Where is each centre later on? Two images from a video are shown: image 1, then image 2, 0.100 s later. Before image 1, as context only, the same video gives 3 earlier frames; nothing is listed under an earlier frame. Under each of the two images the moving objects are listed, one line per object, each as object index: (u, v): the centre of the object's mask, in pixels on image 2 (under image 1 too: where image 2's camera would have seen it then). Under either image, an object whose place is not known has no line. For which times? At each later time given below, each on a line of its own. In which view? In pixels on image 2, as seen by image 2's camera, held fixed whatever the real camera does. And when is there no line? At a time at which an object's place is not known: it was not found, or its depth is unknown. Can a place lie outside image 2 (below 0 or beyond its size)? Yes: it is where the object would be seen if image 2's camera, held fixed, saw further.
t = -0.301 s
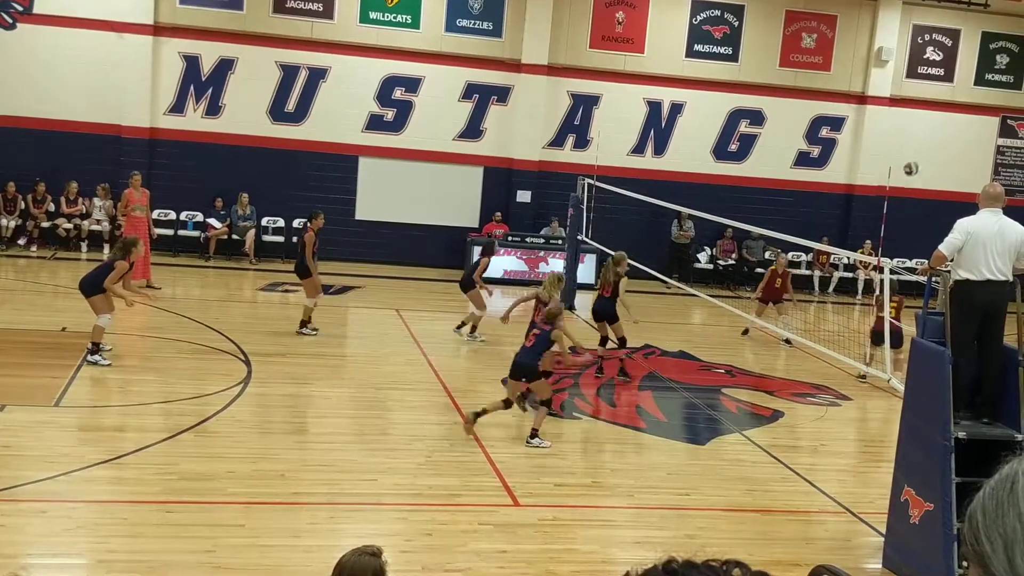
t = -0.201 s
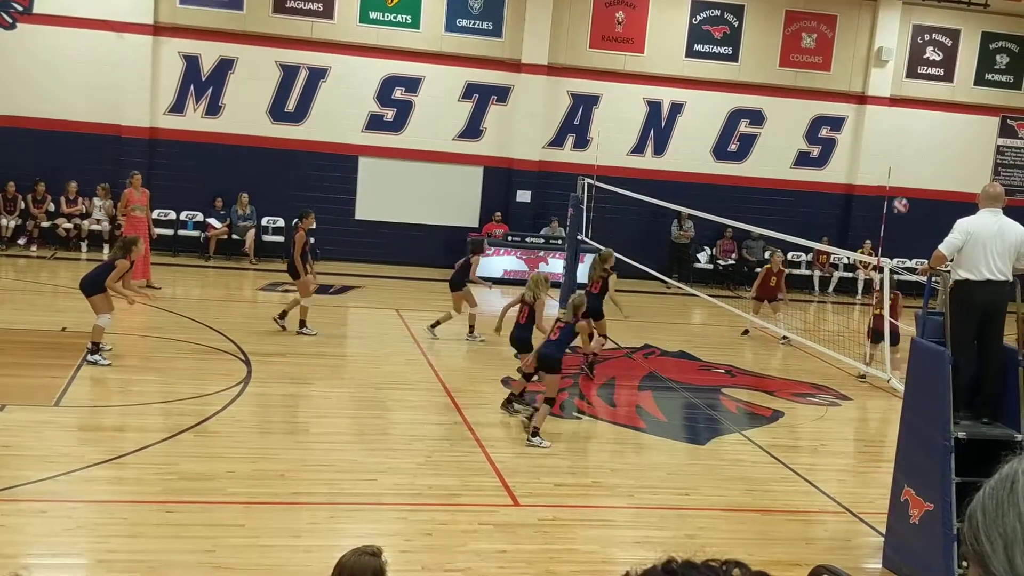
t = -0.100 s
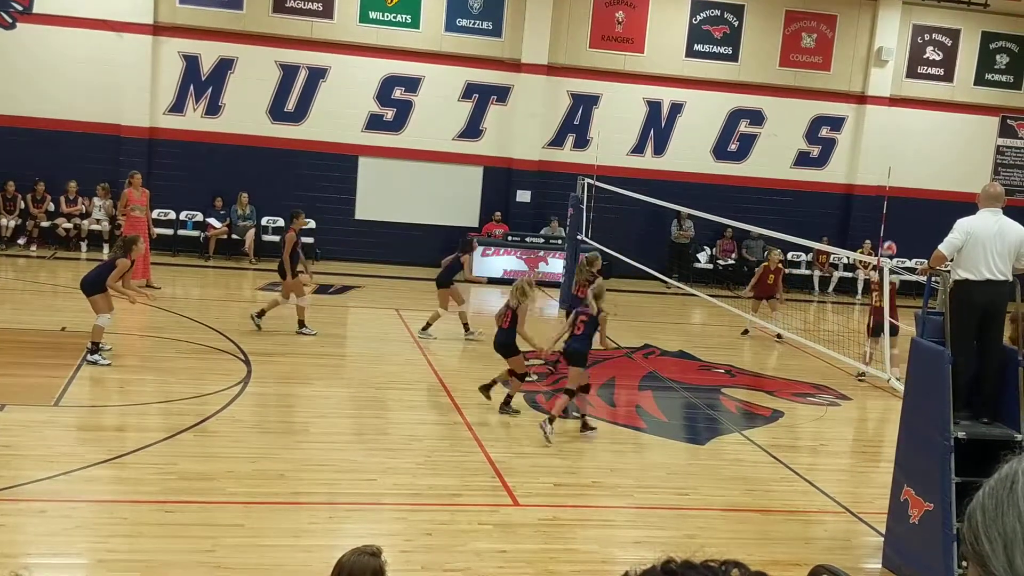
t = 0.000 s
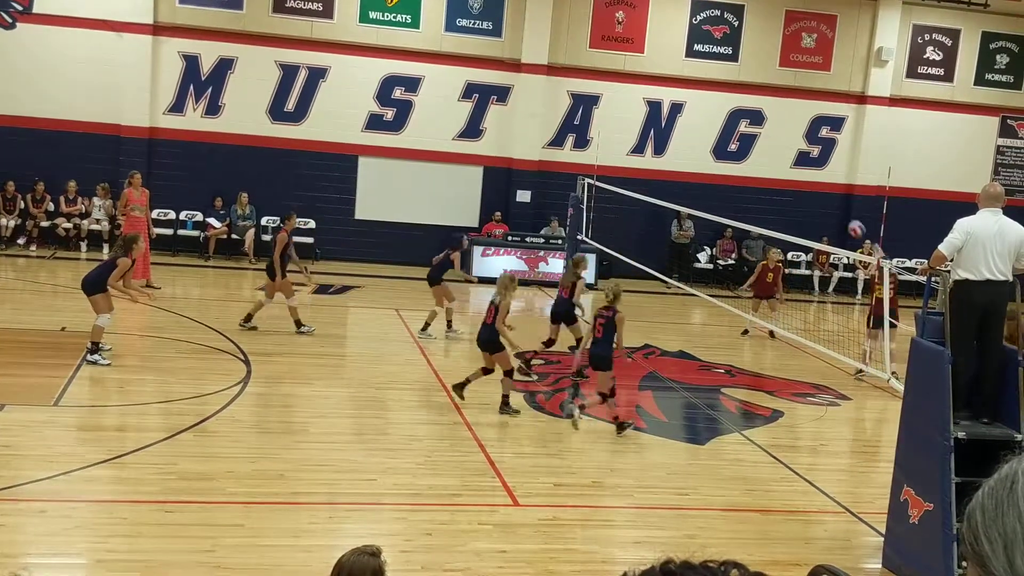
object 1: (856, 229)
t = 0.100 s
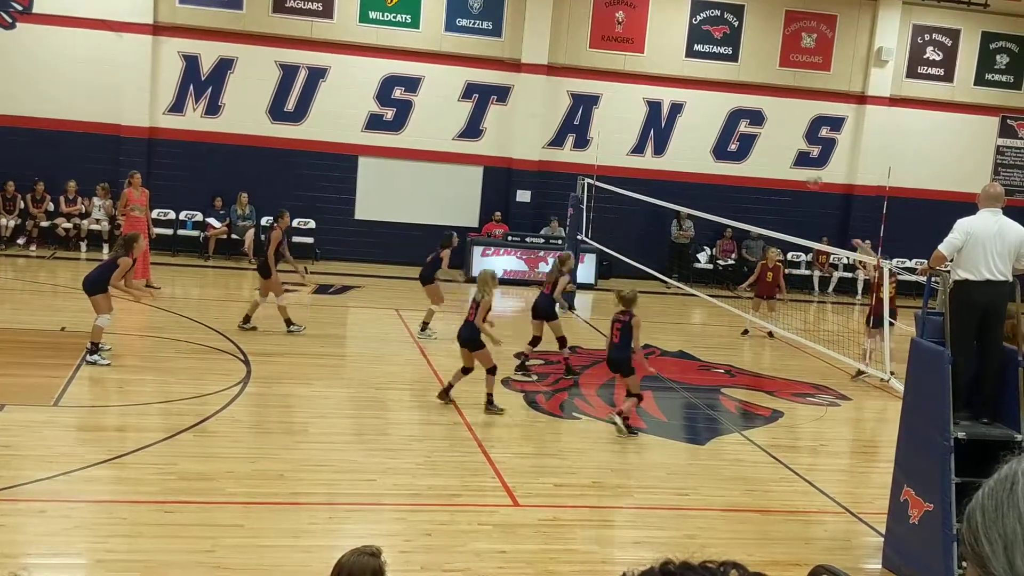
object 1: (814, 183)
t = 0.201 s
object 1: (772, 141)
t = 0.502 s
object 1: (642, 67)
